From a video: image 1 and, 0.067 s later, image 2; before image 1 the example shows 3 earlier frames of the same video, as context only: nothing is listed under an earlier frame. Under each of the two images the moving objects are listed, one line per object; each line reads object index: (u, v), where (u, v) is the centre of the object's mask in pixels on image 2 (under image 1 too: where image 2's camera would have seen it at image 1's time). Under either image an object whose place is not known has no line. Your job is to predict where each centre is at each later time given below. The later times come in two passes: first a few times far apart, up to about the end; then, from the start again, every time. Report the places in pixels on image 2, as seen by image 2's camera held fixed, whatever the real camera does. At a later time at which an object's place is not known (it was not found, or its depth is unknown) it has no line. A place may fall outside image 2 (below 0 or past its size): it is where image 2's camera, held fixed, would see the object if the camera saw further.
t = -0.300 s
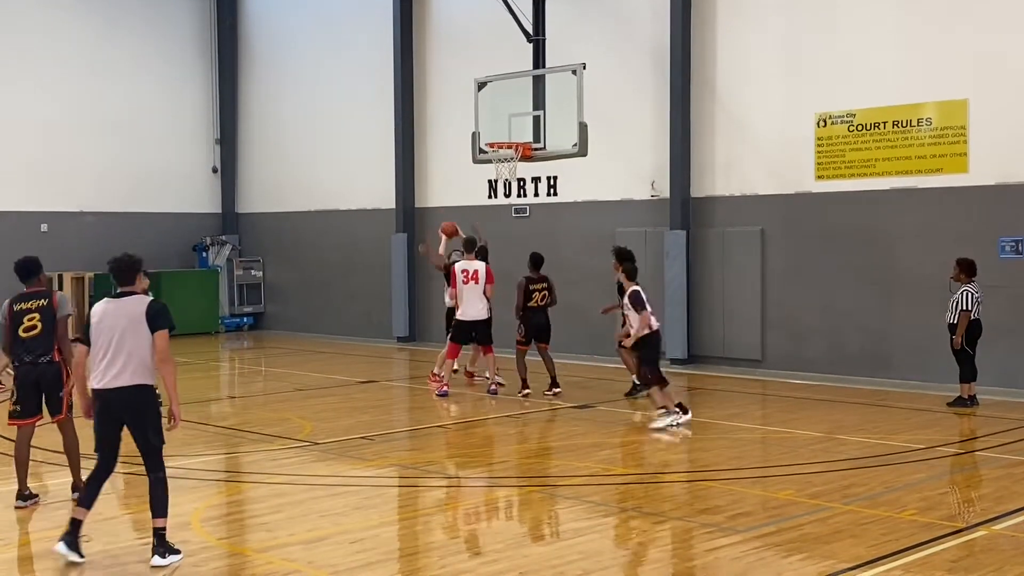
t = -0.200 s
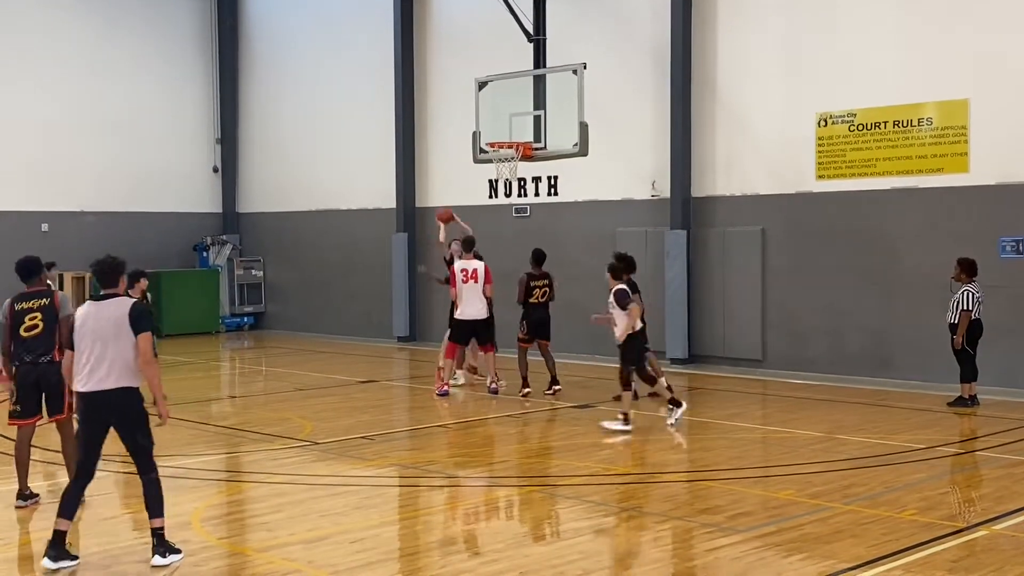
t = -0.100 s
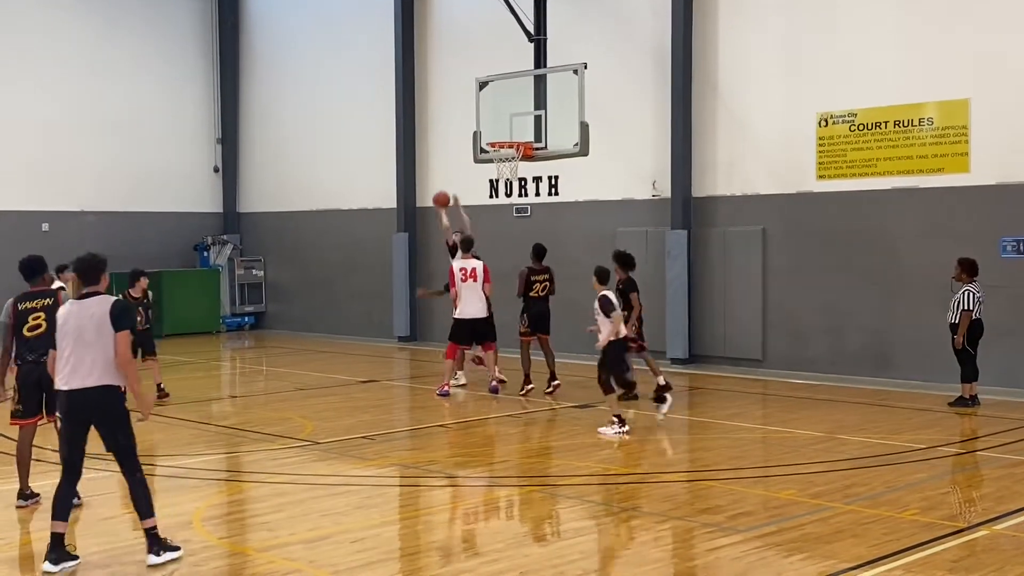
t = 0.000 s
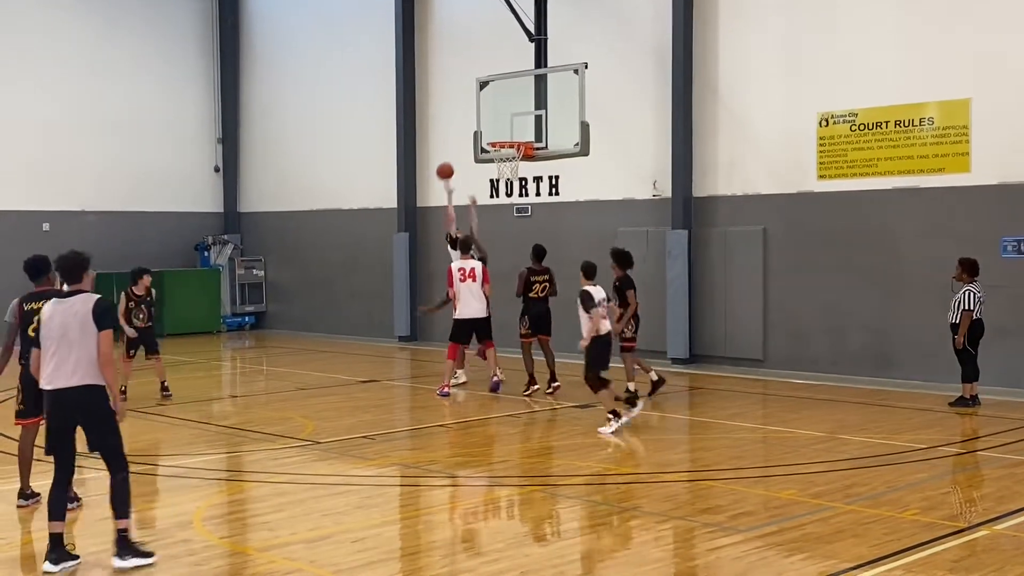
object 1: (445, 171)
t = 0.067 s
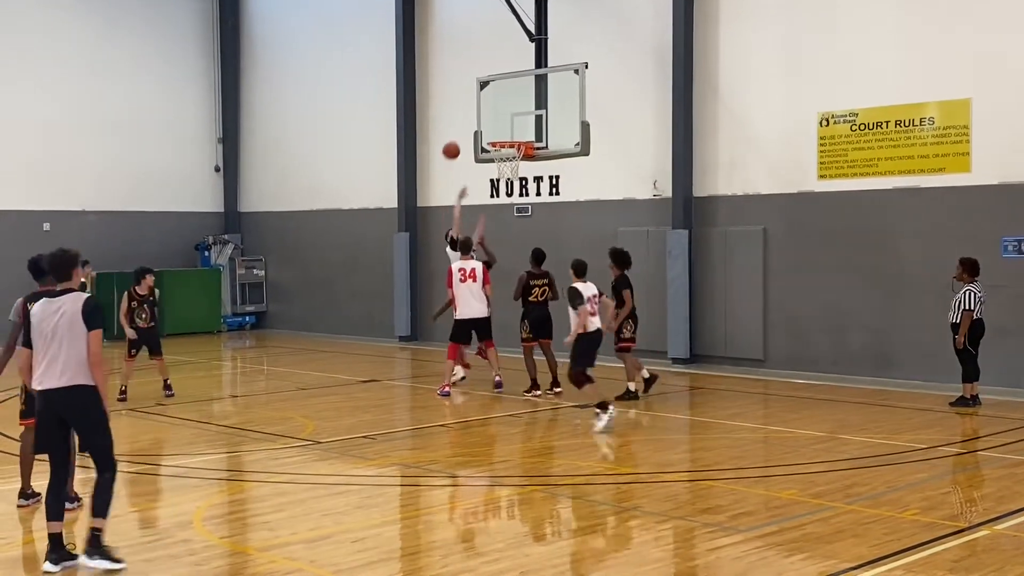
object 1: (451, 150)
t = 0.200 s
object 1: (463, 119)
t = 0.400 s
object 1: (482, 95)
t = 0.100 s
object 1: (454, 141)
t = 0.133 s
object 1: (457, 133)
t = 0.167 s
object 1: (460, 125)
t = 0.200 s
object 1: (463, 119)
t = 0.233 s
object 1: (467, 113)
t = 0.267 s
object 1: (470, 107)
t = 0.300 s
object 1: (473, 103)
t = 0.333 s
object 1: (476, 100)
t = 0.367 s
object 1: (479, 97)
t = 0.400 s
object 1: (482, 95)
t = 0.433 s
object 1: (486, 94)
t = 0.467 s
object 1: (489, 93)
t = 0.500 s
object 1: (492, 94)
